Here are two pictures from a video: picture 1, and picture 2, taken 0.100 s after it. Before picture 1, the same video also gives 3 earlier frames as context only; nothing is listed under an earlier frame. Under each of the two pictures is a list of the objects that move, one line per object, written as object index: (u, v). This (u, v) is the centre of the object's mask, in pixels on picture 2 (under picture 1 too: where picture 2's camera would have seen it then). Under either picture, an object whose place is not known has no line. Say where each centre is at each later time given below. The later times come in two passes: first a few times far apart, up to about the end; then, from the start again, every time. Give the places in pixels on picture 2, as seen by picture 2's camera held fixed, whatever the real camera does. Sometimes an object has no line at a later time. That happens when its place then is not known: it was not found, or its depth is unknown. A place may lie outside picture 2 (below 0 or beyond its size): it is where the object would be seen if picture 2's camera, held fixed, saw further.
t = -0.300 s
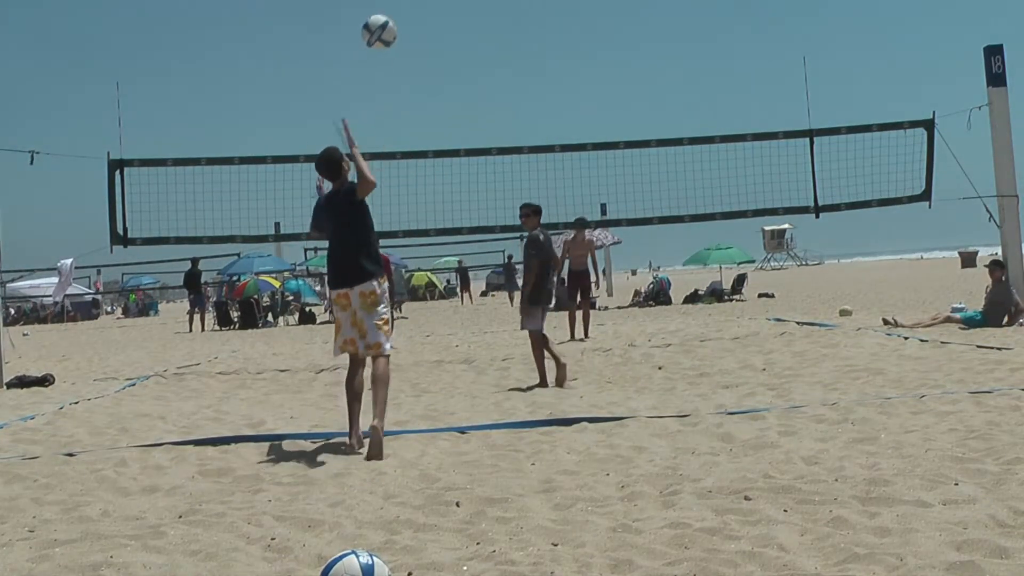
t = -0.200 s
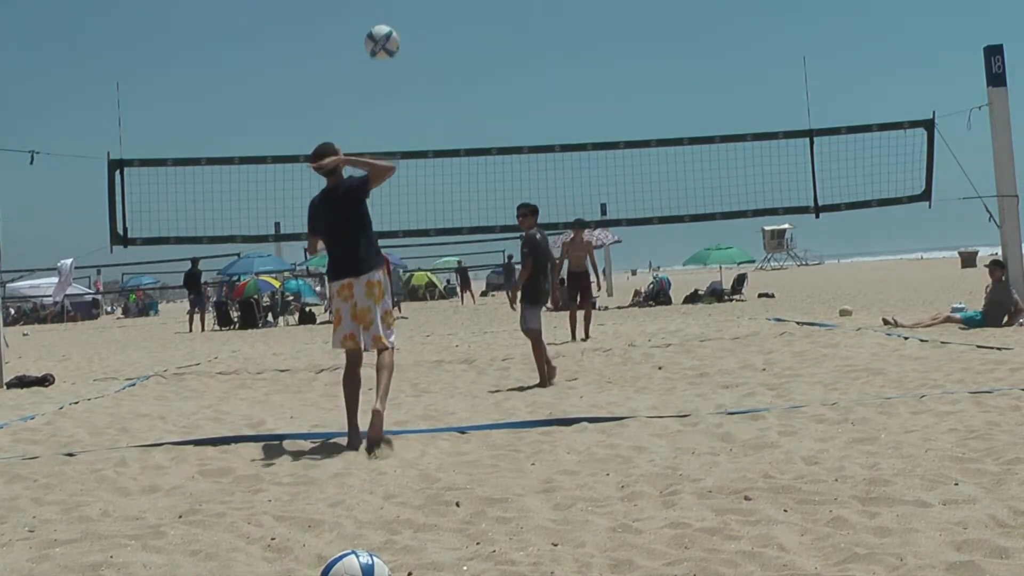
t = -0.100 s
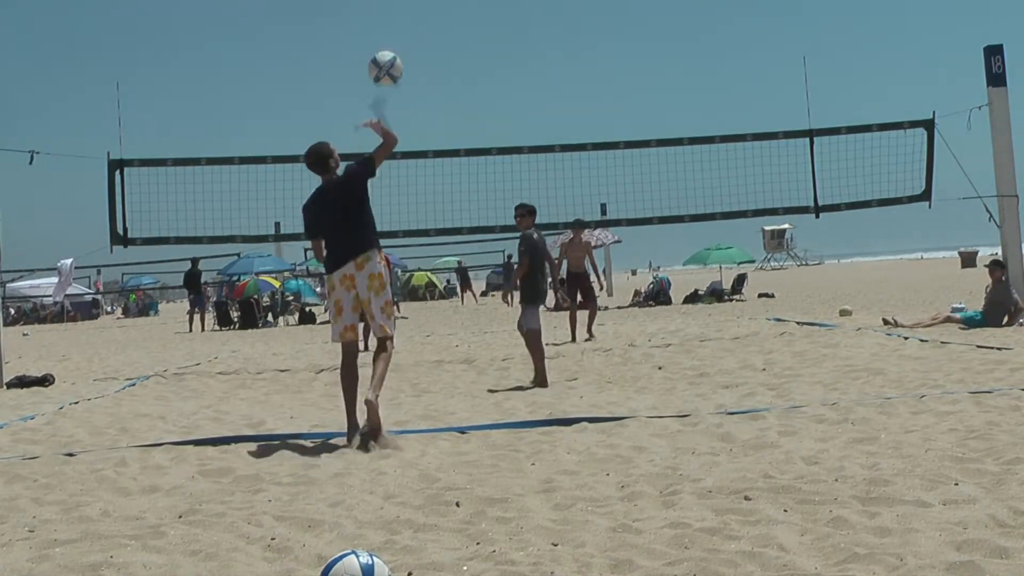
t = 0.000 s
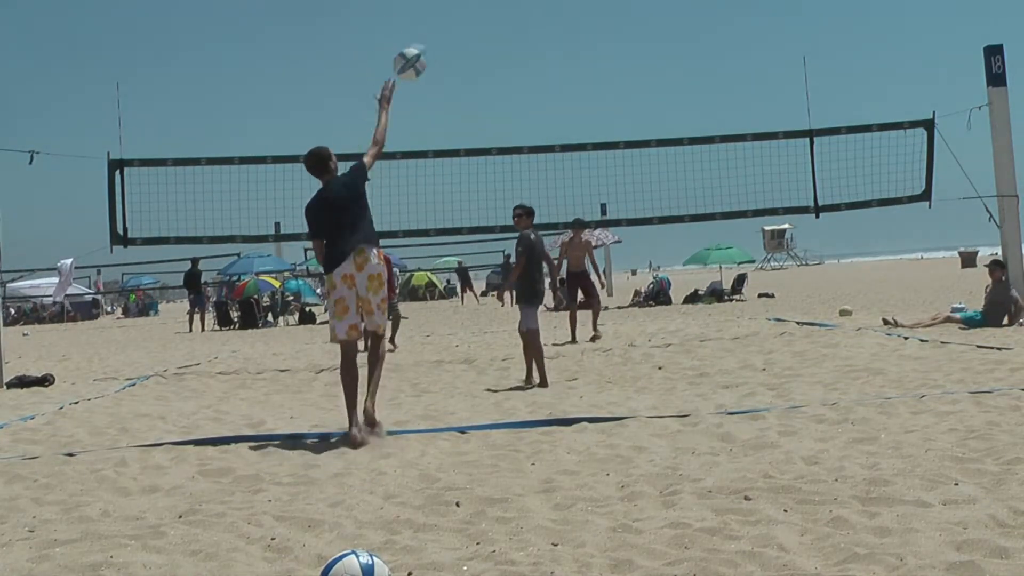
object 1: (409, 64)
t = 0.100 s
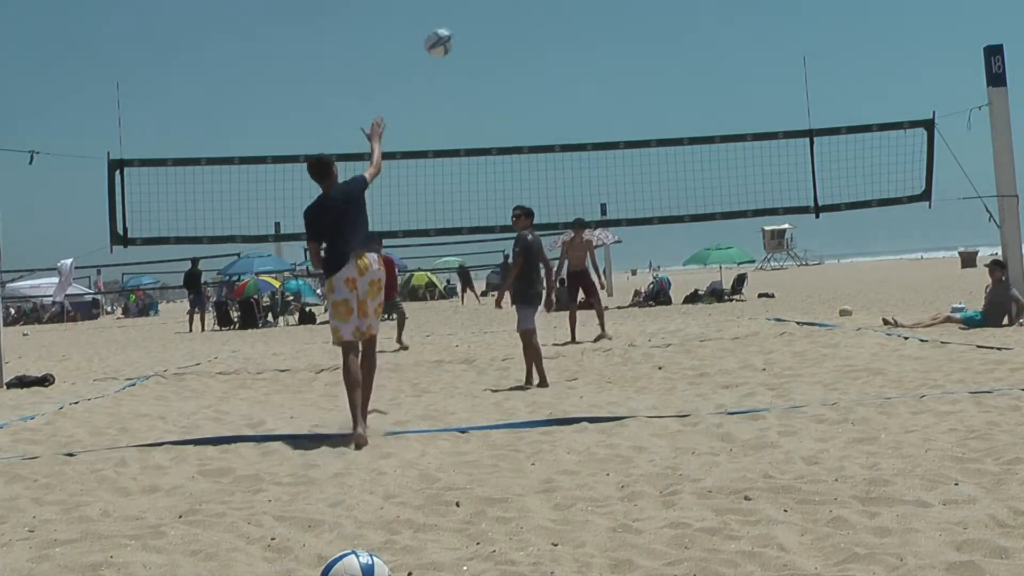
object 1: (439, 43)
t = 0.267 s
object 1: (467, 36)
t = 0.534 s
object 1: (494, 76)
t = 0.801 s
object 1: (509, 143)
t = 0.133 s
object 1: (446, 39)
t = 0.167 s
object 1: (452, 36)
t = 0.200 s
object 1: (458, 35)
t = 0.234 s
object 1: (463, 35)
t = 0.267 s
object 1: (467, 36)
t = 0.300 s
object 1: (472, 37)
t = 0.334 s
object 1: (476, 40)
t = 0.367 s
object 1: (480, 44)
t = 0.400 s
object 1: (483, 49)
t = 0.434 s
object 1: (486, 54)
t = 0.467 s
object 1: (489, 61)
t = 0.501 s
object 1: (492, 68)
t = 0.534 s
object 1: (494, 76)
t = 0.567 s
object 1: (496, 83)
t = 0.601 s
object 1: (498, 92)
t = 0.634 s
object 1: (500, 101)
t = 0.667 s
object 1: (501, 110)
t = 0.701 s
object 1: (503, 119)
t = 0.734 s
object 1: (505, 128)
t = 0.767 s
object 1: (506, 137)
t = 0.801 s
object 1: (509, 143)
